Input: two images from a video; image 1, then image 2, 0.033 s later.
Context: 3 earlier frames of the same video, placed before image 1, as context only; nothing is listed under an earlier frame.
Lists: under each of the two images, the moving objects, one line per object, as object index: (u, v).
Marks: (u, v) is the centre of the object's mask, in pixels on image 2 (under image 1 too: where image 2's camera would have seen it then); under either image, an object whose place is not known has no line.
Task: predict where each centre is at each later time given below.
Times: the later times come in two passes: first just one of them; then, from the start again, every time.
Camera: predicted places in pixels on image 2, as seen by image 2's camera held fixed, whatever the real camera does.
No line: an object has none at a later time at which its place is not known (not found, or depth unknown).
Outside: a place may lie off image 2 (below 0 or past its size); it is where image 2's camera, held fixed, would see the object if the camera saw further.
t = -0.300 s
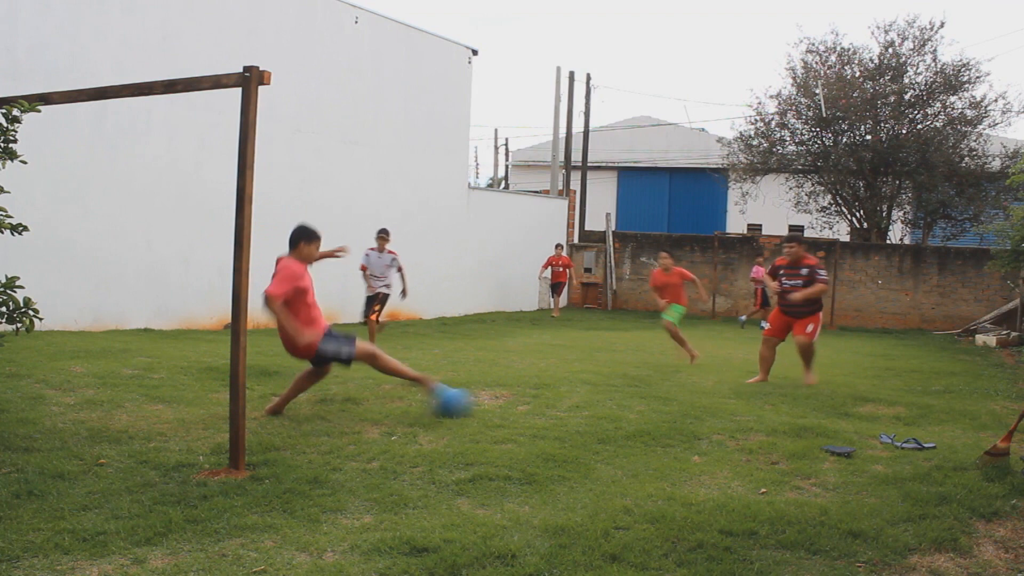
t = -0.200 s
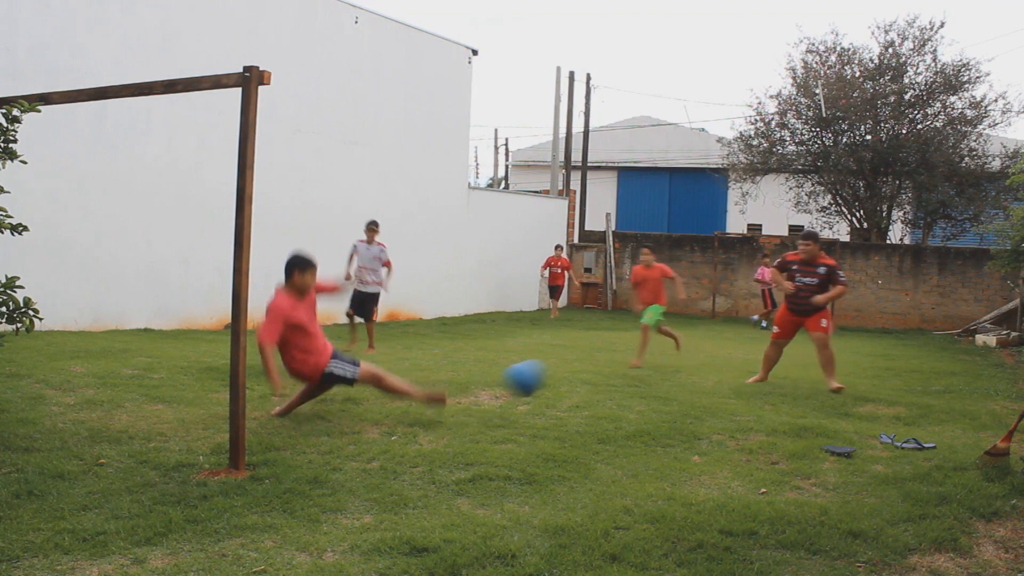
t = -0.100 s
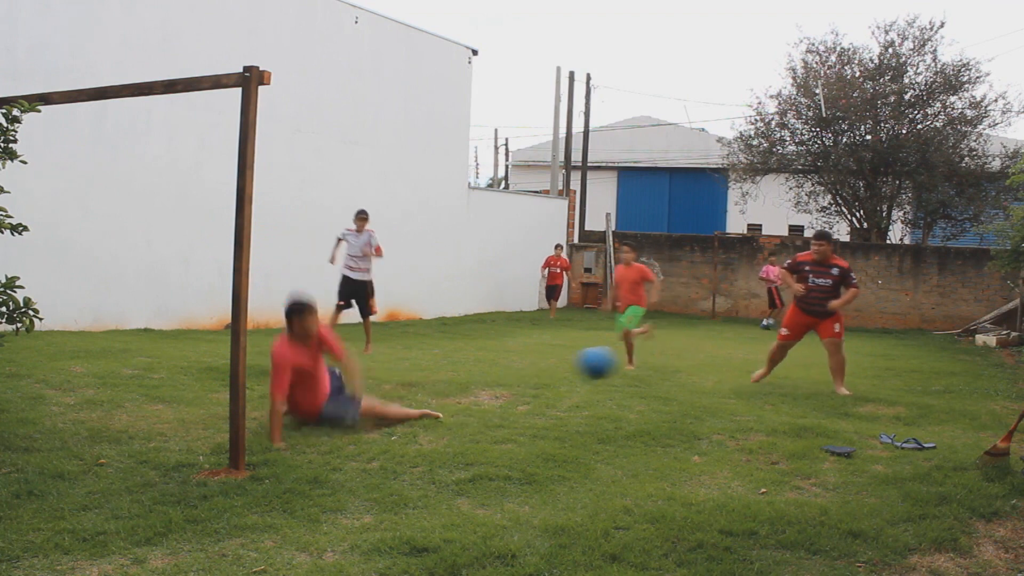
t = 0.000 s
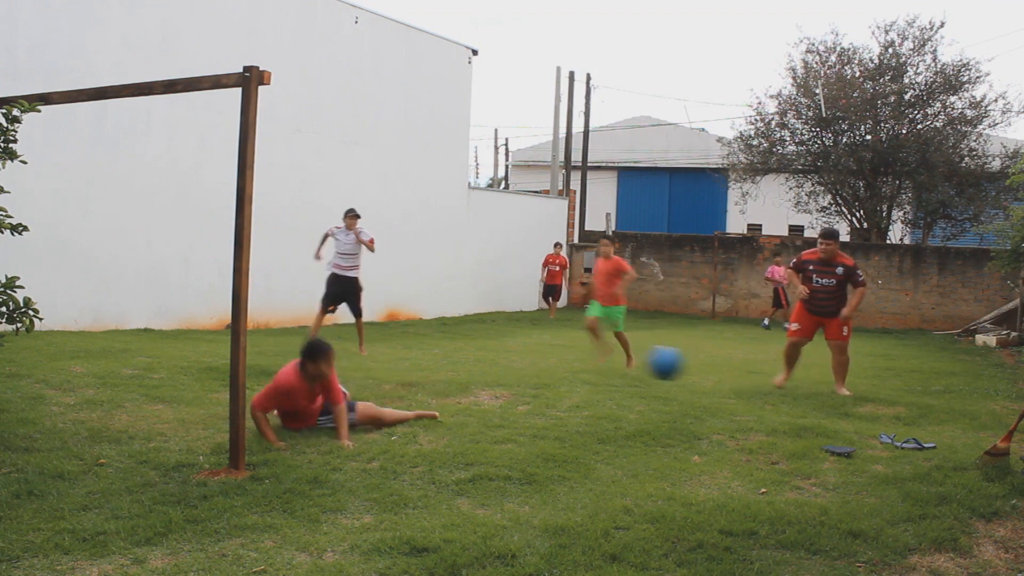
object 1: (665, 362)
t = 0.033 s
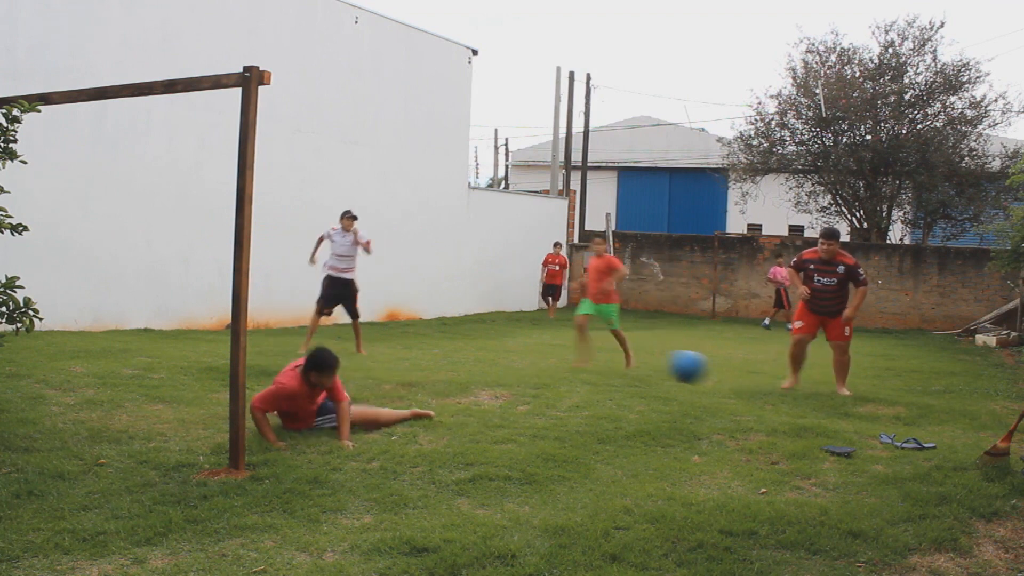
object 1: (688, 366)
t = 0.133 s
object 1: (752, 387)
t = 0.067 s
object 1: (709, 370)
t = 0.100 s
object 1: (731, 377)
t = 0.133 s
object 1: (752, 387)
